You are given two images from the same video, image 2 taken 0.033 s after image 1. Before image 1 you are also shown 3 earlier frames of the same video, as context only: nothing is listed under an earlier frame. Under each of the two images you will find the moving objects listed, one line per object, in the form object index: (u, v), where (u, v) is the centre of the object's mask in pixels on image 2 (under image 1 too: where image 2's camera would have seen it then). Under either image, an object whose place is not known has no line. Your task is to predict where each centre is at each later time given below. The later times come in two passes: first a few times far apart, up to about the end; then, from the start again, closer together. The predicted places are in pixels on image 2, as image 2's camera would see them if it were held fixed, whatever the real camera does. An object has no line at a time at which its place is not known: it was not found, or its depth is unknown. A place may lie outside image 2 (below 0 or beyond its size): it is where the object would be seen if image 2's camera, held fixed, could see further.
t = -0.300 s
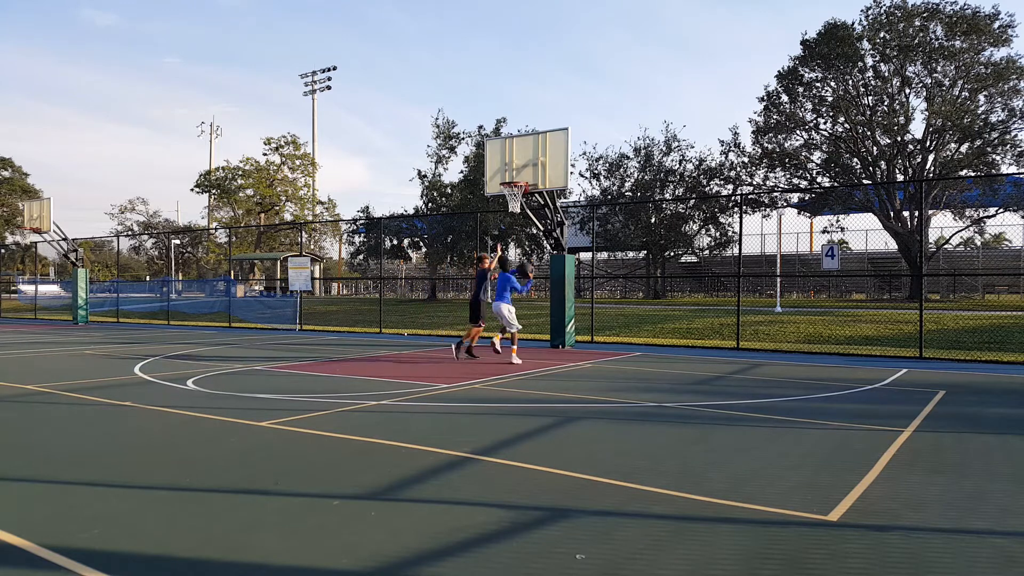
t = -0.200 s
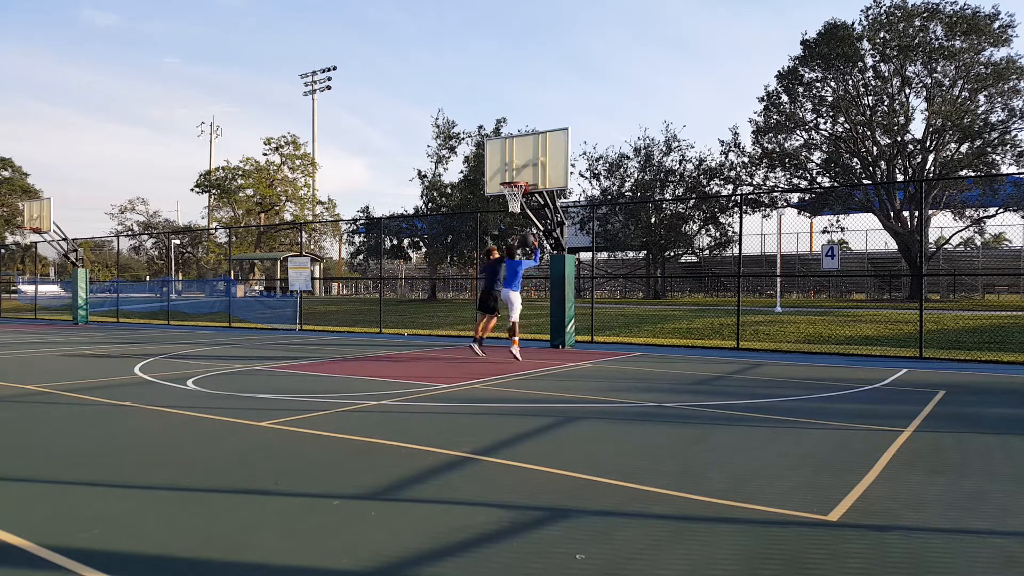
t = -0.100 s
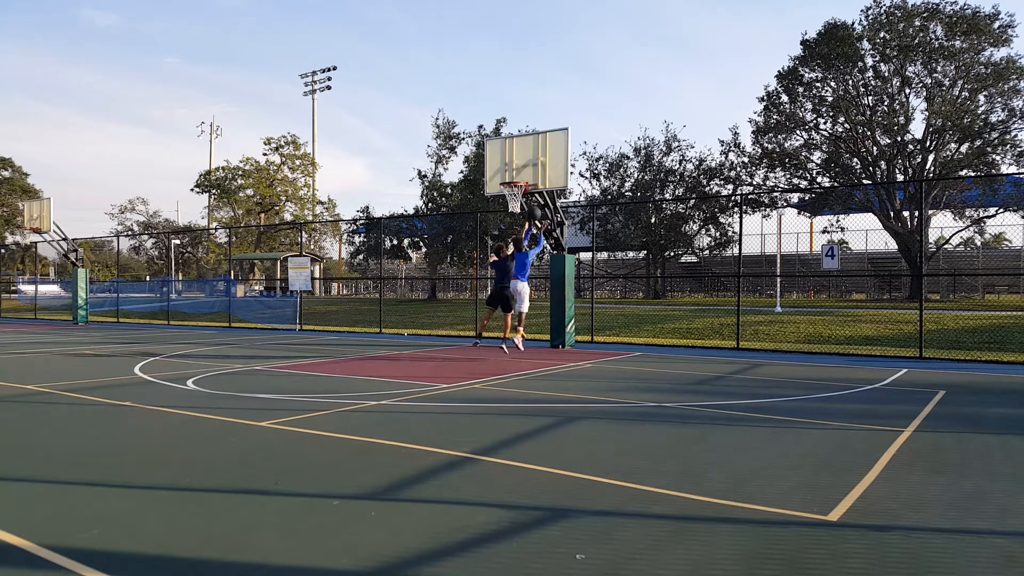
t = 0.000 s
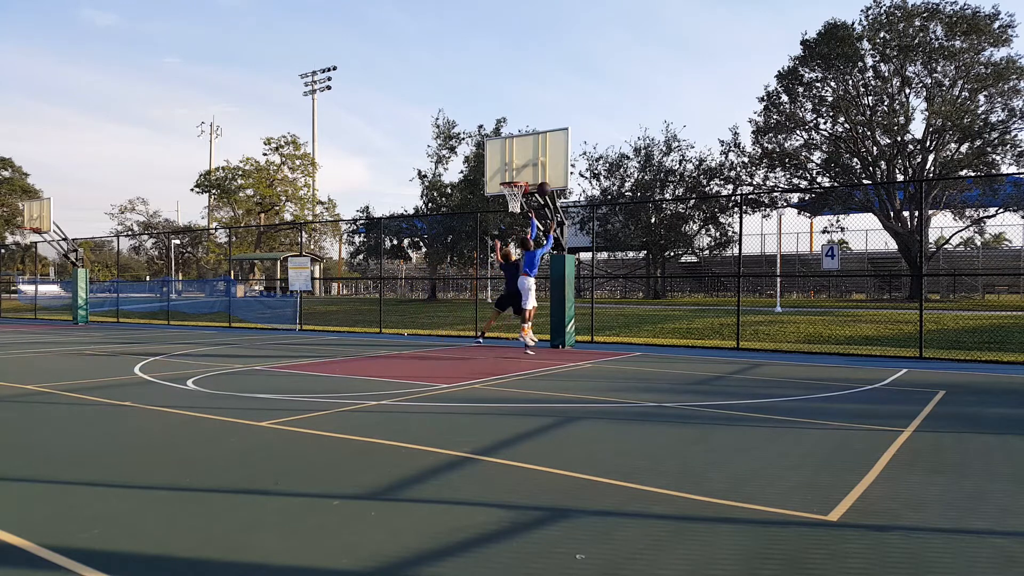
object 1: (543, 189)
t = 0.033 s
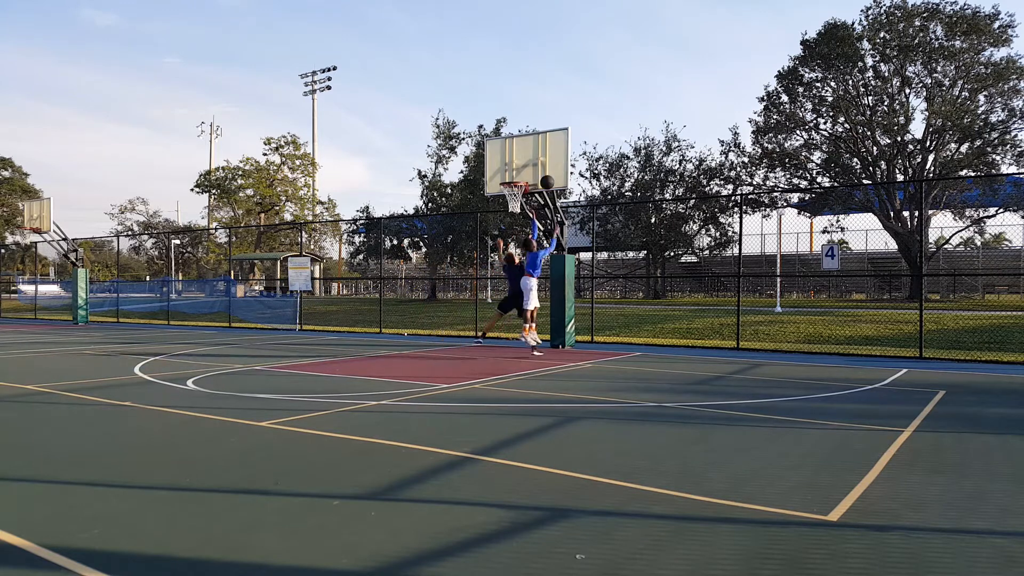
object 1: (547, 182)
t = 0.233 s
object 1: (561, 158)
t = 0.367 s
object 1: (547, 153)
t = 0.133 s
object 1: (556, 166)
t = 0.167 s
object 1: (559, 163)
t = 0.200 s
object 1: (562, 160)
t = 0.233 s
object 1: (561, 158)
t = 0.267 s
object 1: (558, 155)
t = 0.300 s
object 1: (554, 154)
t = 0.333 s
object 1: (551, 153)
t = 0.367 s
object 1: (547, 153)
